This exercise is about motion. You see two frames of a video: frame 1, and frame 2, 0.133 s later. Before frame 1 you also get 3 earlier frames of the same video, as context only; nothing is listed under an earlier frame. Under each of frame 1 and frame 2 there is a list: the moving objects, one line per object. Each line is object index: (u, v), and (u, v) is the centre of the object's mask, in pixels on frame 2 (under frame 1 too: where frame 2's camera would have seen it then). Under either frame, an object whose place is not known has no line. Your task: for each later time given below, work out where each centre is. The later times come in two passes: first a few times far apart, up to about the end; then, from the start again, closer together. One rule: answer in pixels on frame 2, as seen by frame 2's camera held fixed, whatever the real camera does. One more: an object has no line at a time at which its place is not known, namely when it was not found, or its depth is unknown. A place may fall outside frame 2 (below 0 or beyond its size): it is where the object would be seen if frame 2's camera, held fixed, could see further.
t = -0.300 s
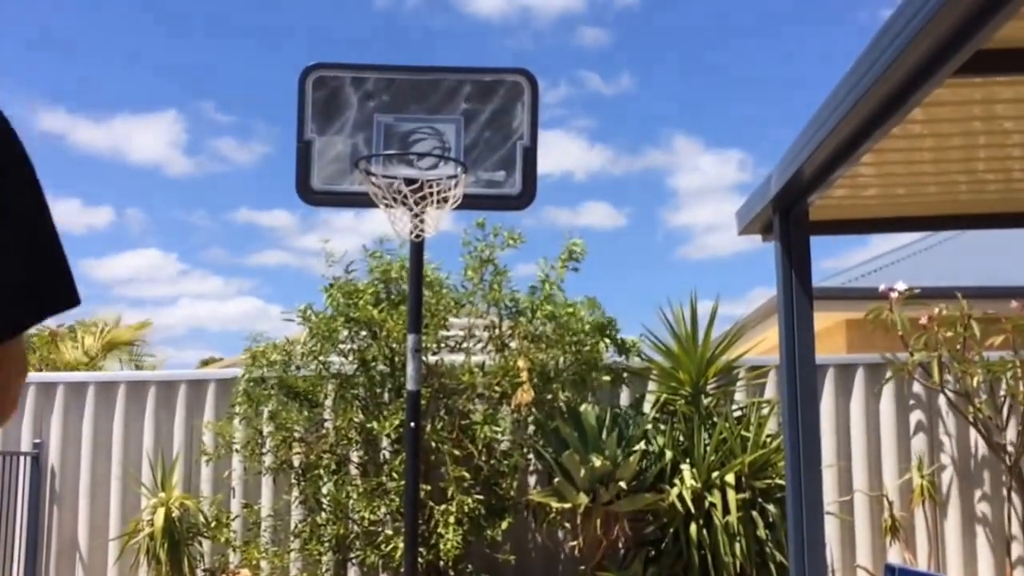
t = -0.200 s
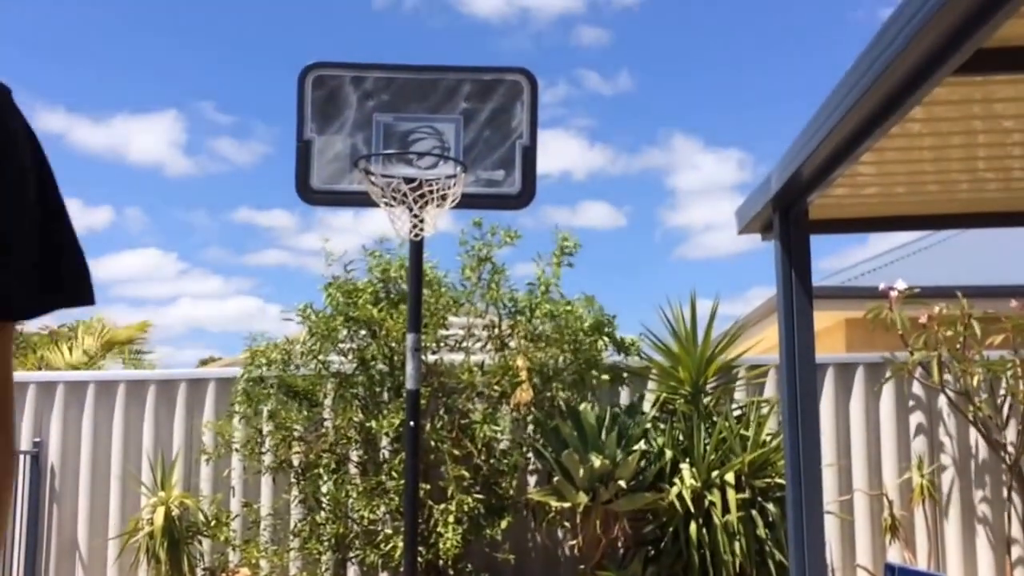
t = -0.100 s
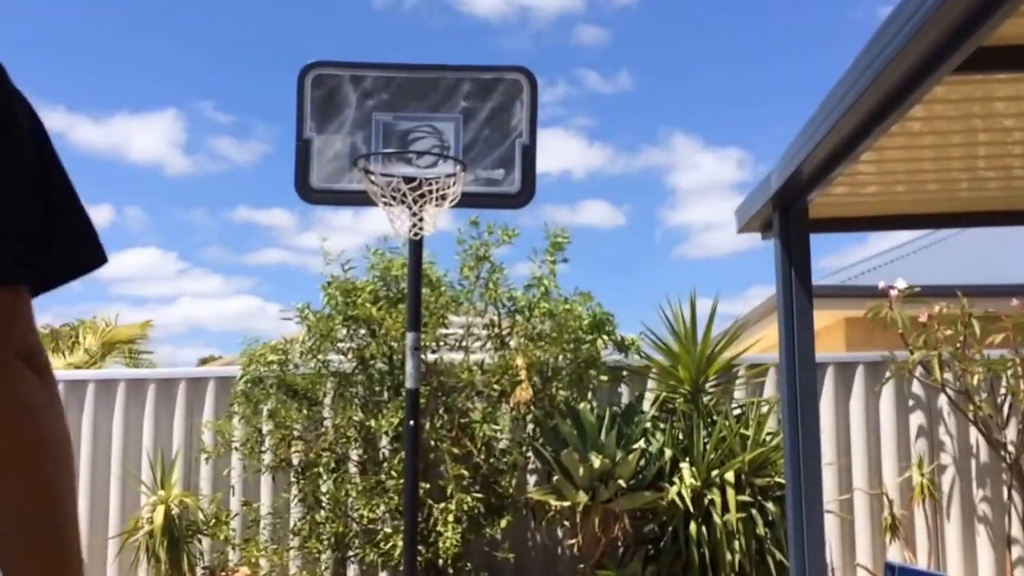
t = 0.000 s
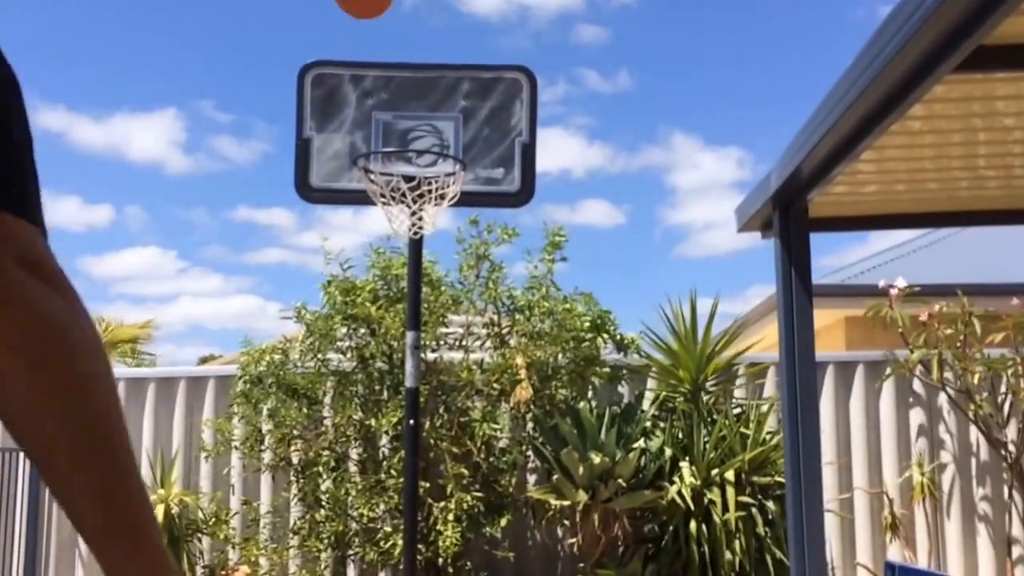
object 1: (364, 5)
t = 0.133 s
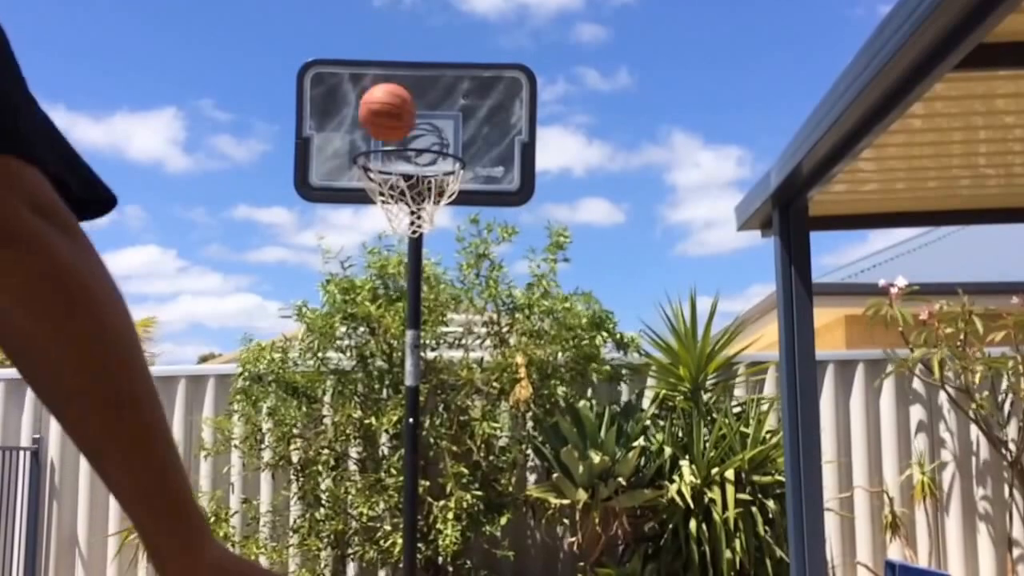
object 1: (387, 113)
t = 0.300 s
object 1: (445, 209)
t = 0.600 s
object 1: (391, 218)
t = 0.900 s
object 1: (363, 390)
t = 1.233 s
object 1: (339, 569)
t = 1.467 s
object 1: (331, 448)
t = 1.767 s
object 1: (319, 448)
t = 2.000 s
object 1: (309, 568)
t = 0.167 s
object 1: (392, 146)
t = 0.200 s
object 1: (402, 174)
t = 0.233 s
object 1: (420, 189)
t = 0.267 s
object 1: (437, 204)
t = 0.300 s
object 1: (445, 209)
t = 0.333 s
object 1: (440, 203)
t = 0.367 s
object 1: (434, 200)
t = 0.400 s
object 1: (427, 200)
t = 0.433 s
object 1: (420, 199)
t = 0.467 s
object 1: (413, 199)
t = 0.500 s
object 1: (405, 201)
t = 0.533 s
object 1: (399, 205)
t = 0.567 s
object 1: (394, 210)
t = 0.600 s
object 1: (391, 218)
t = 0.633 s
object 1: (388, 235)
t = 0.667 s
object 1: (384, 242)
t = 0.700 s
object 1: (381, 255)
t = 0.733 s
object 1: (378, 271)
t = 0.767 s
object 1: (374, 290)
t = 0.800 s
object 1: (372, 312)
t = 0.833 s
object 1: (369, 336)
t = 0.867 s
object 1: (366, 362)
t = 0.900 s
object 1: (363, 390)
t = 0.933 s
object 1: (361, 422)
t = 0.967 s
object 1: (358, 455)
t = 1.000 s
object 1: (355, 491)
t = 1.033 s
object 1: (353, 530)
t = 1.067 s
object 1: (349, 564)
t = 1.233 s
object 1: (339, 569)
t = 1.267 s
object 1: (338, 552)
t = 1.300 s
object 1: (337, 528)
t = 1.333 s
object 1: (336, 508)
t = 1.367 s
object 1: (335, 489)
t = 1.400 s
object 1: (333, 473)
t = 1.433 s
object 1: (332, 459)
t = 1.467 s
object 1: (331, 448)
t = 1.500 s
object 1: (329, 440)
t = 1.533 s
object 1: (328, 434)
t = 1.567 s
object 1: (327, 430)
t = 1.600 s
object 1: (325, 428)
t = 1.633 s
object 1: (325, 429)
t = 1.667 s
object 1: (324, 429)
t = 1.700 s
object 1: (323, 433)
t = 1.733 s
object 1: (321, 440)
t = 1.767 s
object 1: (319, 448)
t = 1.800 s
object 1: (318, 460)
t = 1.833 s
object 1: (316, 473)
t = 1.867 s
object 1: (314, 489)
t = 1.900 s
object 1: (313, 506)
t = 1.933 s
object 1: (311, 528)
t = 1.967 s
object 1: (310, 550)
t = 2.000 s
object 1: (309, 568)
